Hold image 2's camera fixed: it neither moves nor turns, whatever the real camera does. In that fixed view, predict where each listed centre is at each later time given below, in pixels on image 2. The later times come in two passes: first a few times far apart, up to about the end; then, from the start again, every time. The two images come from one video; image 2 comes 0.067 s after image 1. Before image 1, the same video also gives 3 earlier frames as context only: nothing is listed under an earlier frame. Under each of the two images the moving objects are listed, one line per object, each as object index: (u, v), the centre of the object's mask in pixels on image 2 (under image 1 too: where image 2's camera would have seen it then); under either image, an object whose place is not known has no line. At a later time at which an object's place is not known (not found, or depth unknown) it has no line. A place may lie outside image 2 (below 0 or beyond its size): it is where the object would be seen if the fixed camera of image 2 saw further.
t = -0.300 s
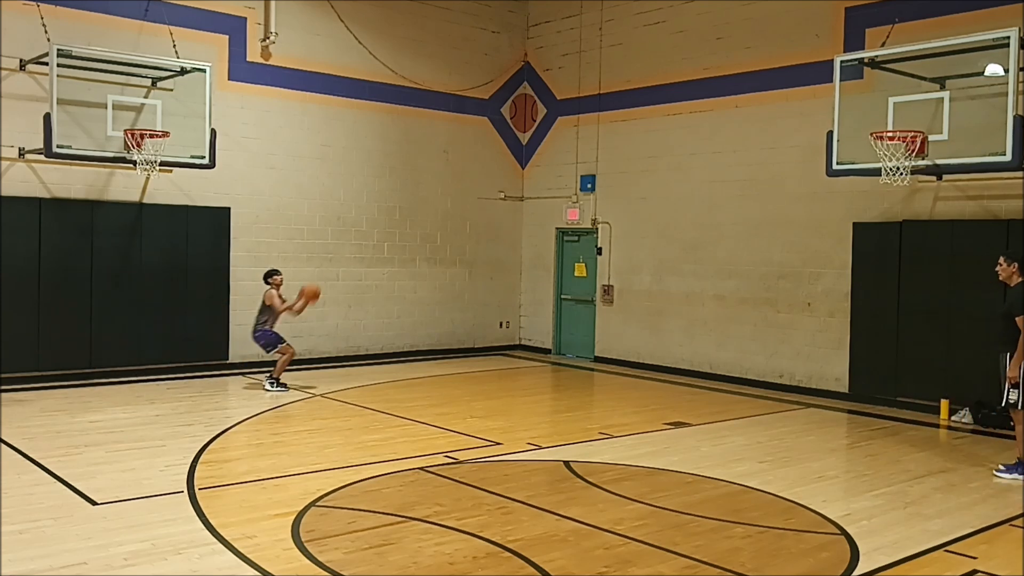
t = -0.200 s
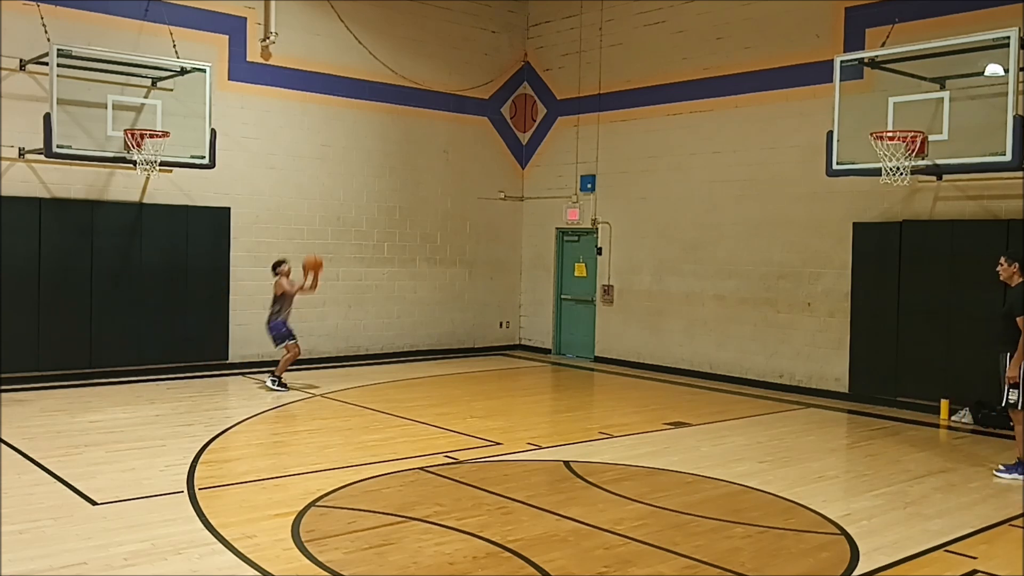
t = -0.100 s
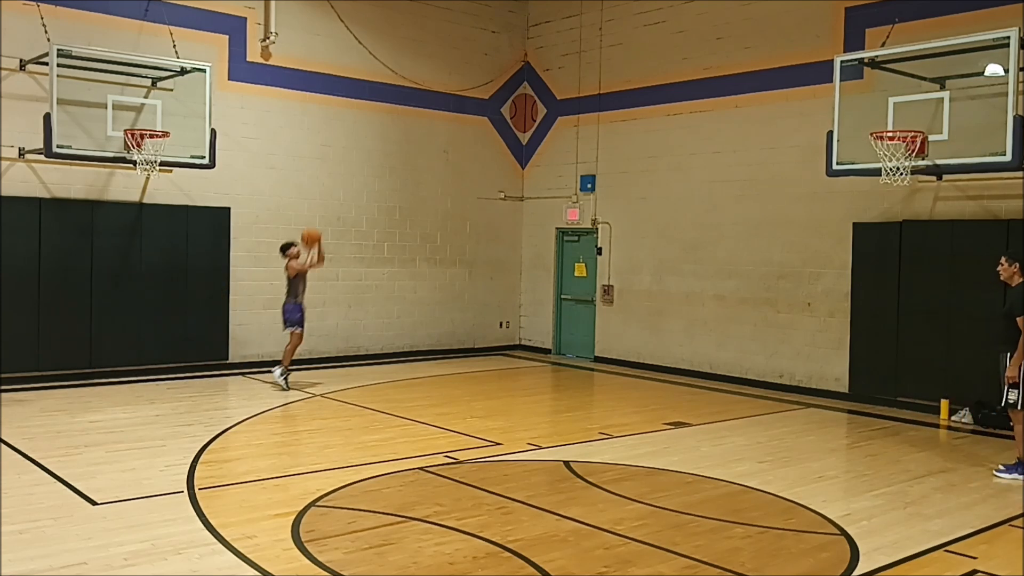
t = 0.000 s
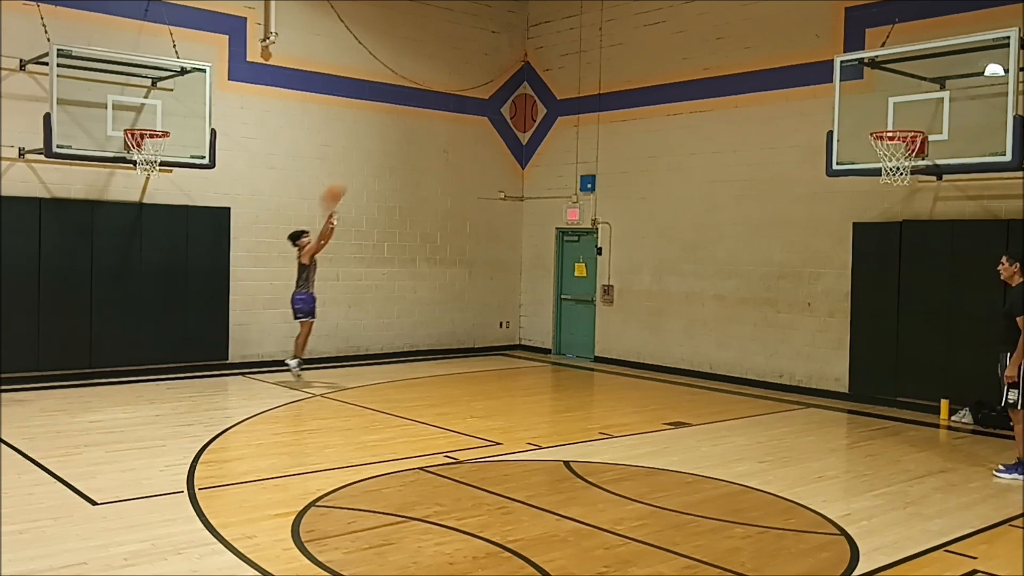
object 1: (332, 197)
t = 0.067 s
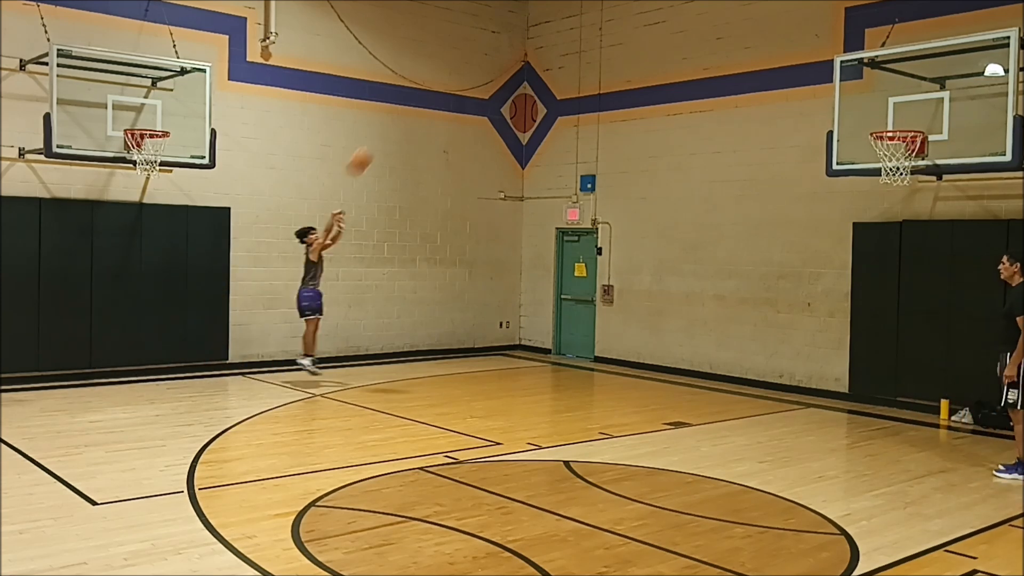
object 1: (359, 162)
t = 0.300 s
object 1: (453, 69)
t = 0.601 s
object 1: (587, 9)
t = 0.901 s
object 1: (733, 28)
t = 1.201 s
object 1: (890, 128)
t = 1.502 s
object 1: (944, 165)
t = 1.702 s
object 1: (960, 220)
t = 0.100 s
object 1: (373, 146)
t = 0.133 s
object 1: (386, 131)
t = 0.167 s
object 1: (400, 117)
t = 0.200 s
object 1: (413, 103)
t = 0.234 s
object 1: (425, 92)
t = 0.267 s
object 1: (439, 79)
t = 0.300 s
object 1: (453, 69)
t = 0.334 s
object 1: (466, 59)
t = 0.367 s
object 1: (481, 50)
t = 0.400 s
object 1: (495, 42)
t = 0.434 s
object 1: (510, 33)
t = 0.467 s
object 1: (525, 28)
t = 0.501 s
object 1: (540, 22)
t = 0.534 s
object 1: (556, 17)
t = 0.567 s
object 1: (571, 12)
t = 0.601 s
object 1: (587, 9)
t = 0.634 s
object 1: (602, 8)
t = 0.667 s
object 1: (618, 8)
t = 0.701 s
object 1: (634, 7)
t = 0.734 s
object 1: (650, 8)
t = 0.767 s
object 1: (666, 9)
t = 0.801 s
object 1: (683, 12)
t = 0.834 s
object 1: (700, 16)
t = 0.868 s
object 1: (716, 21)
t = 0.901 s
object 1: (733, 28)
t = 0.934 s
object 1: (750, 35)
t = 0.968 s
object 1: (768, 44)
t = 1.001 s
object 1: (784, 52)
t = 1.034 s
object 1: (804, 66)
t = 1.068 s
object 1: (818, 74)
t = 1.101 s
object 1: (840, 90)
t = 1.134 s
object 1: (857, 105)
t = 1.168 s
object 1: (873, 118)
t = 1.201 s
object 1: (890, 128)
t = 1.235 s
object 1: (914, 149)
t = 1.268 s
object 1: (923, 156)
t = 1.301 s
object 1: (928, 155)
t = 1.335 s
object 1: (931, 154)
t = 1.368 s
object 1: (935, 155)
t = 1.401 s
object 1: (937, 155)
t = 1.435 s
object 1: (939, 156)
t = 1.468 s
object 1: (942, 161)
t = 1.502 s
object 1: (944, 165)
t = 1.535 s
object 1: (947, 171)
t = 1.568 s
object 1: (950, 177)
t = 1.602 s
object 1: (953, 186)
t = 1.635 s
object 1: (956, 195)
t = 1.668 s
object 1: (958, 207)
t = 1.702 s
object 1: (960, 220)
